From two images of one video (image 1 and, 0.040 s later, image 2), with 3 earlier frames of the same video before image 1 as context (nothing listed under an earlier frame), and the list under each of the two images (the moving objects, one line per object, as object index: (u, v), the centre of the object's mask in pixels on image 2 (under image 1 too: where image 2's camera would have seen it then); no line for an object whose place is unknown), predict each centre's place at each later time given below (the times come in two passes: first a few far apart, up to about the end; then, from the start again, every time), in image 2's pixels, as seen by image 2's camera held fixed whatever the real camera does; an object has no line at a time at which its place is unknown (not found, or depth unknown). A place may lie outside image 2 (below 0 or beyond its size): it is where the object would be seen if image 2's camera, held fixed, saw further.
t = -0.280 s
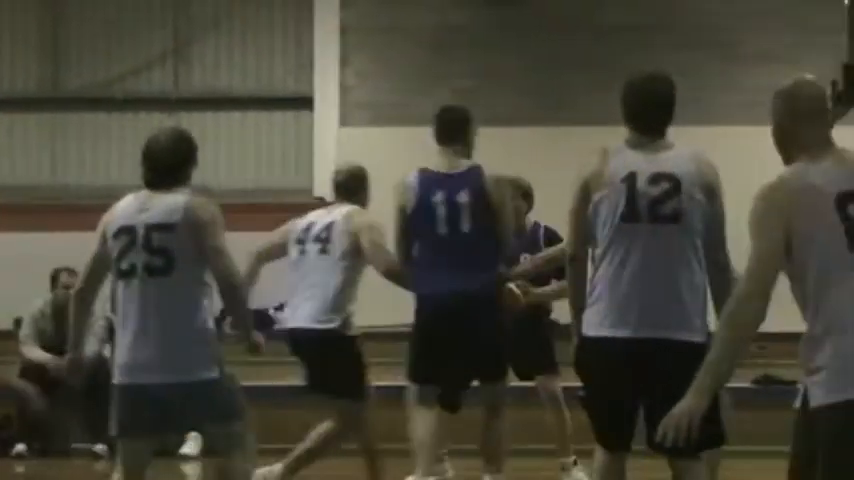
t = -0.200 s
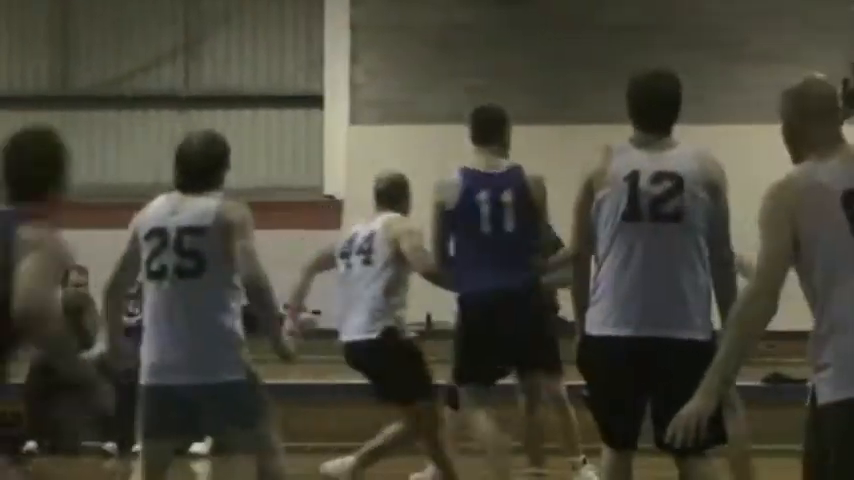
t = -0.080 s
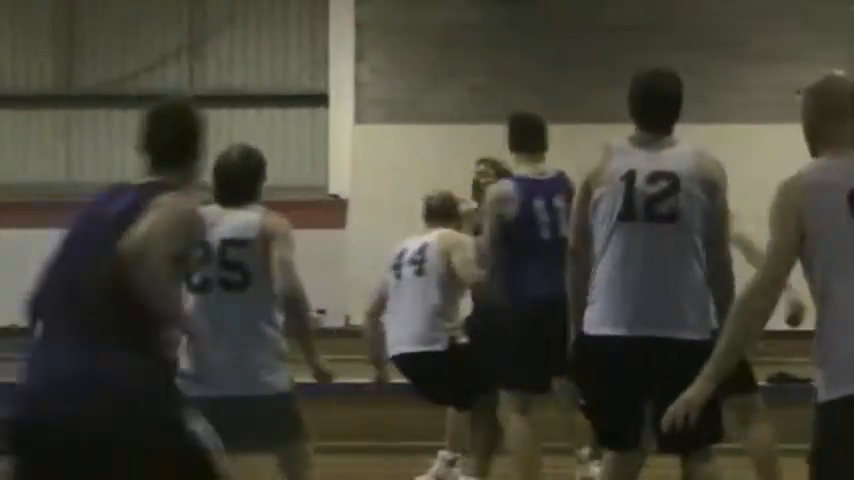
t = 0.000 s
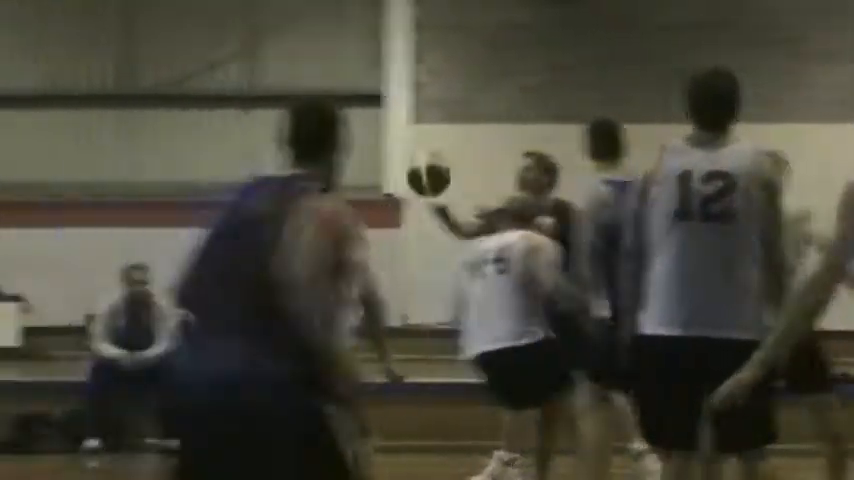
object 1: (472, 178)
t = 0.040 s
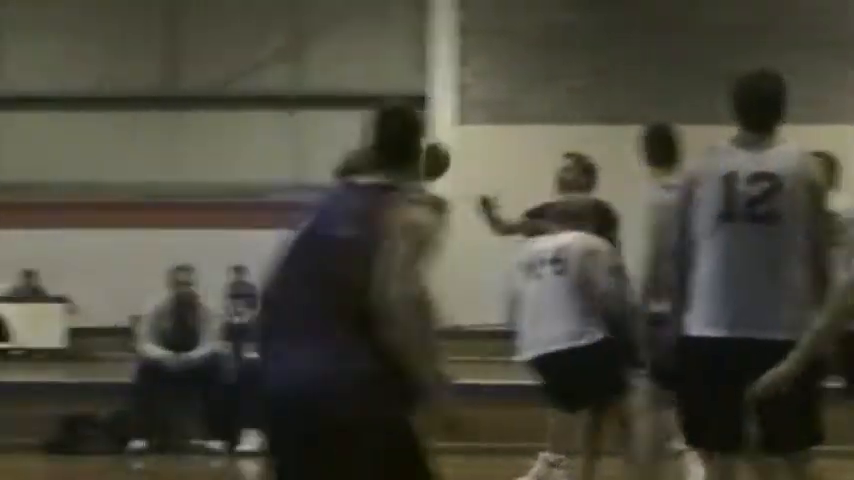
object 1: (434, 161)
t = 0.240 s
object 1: (186, 107)
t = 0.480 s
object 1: (-160, 139)
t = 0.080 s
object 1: (383, 141)
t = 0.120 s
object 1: (335, 131)
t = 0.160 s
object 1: (288, 121)
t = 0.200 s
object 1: (238, 114)
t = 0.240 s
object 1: (186, 107)
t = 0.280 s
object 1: (134, 103)
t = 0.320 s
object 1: (80, 103)
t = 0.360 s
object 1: (23, 108)
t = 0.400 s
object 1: (-37, 113)
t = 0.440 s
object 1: (-96, 125)
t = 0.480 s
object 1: (-160, 139)
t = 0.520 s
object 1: (-225, 156)
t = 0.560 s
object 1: (-296, 176)
